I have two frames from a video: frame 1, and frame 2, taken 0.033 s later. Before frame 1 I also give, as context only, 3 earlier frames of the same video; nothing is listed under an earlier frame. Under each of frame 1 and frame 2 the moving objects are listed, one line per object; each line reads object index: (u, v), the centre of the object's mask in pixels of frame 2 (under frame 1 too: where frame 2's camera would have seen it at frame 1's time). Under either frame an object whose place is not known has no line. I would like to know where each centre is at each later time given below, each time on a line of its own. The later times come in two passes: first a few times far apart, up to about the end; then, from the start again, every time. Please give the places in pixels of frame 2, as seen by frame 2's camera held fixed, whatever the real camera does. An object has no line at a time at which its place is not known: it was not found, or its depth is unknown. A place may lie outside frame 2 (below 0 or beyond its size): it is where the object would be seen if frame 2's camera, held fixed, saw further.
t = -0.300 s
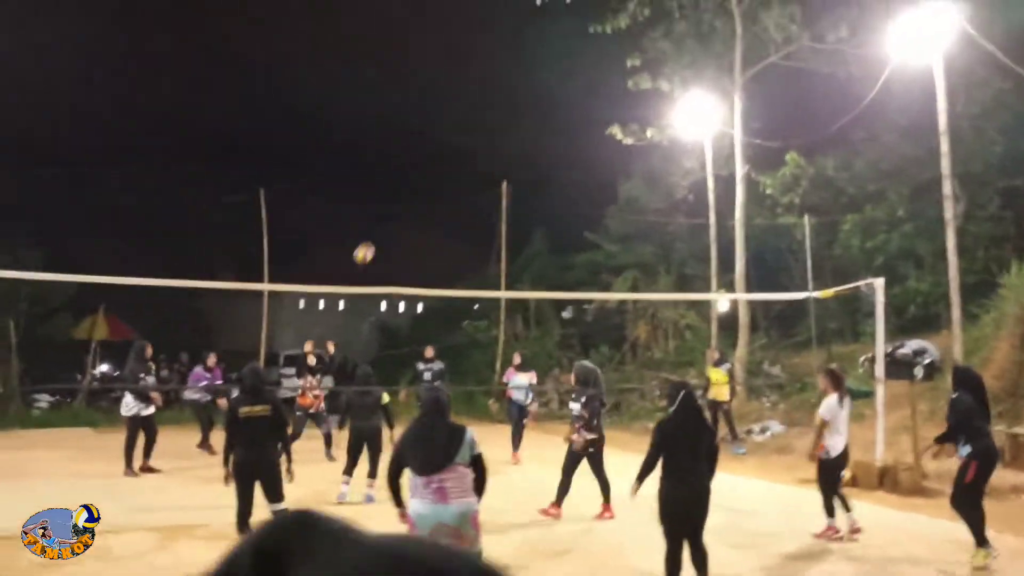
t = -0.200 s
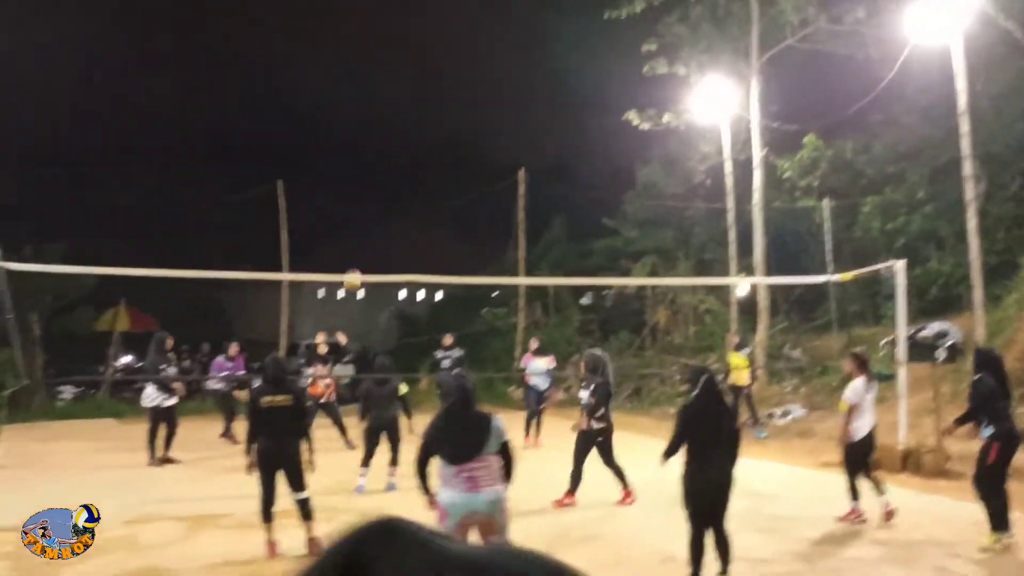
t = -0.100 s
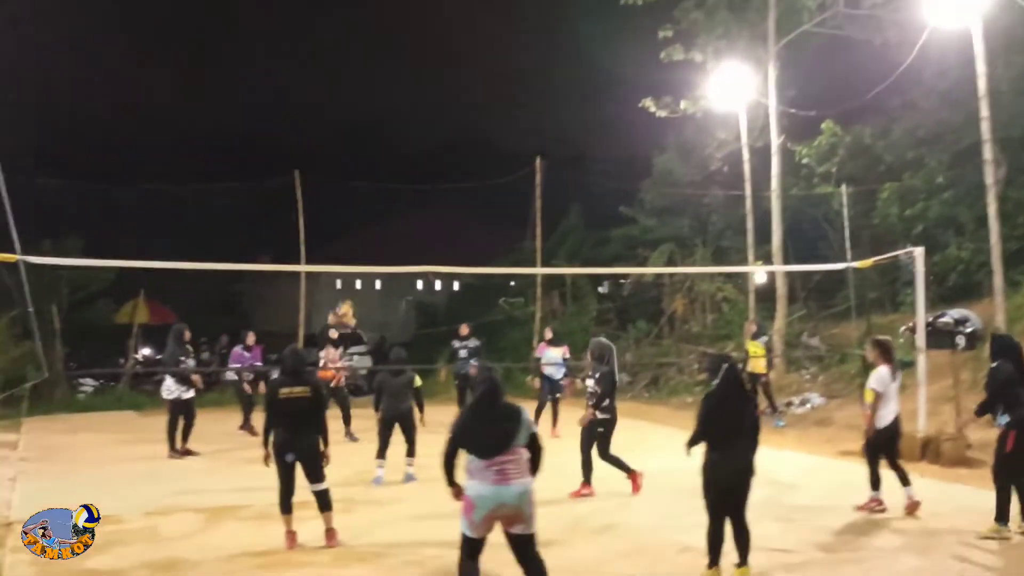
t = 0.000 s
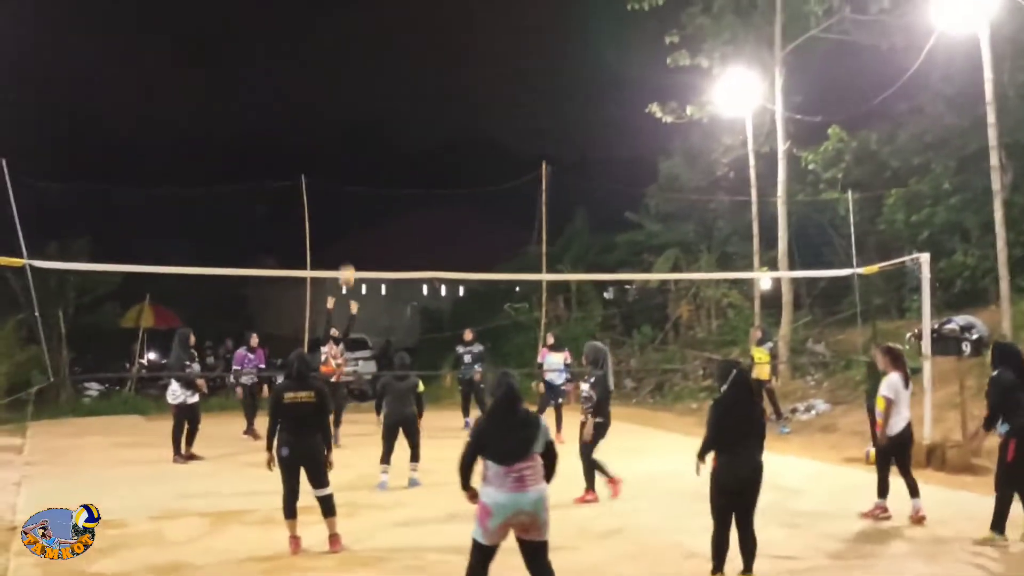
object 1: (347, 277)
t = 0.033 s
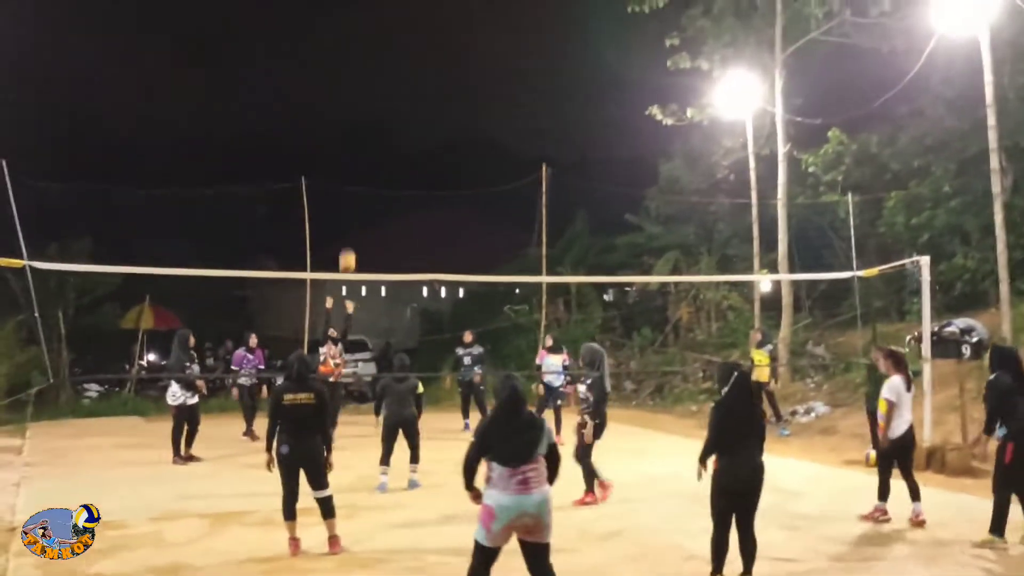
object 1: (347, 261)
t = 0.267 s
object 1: (350, 172)
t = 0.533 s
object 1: (354, 119)
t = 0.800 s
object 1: (356, 122)
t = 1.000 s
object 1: (356, 163)
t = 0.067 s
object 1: (348, 246)
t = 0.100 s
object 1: (348, 232)
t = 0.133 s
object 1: (348, 218)
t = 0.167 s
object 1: (349, 205)
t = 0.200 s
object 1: (349, 194)
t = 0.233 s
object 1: (349, 183)
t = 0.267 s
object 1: (350, 172)
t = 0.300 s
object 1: (350, 163)
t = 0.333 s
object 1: (351, 154)
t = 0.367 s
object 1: (352, 145)
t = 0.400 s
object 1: (353, 139)
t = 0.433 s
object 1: (353, 133)
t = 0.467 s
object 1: (353, 127)
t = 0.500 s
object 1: (354, 122)
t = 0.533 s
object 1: (354, 119)
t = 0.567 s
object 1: (355, 116)
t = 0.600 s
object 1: (355, 115)
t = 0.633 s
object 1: (355, 114)
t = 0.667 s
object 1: (355, 114)
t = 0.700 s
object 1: (355, 115)
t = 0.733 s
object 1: (356, 116)
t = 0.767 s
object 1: (356, 119)
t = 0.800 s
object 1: (356, 122)
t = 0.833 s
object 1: (356, 127)
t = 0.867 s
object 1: (355, 132)
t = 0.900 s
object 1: (355, 139)
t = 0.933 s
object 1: (356, 146)
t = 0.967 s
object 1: (356, 154)
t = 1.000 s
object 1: (356, 163)
